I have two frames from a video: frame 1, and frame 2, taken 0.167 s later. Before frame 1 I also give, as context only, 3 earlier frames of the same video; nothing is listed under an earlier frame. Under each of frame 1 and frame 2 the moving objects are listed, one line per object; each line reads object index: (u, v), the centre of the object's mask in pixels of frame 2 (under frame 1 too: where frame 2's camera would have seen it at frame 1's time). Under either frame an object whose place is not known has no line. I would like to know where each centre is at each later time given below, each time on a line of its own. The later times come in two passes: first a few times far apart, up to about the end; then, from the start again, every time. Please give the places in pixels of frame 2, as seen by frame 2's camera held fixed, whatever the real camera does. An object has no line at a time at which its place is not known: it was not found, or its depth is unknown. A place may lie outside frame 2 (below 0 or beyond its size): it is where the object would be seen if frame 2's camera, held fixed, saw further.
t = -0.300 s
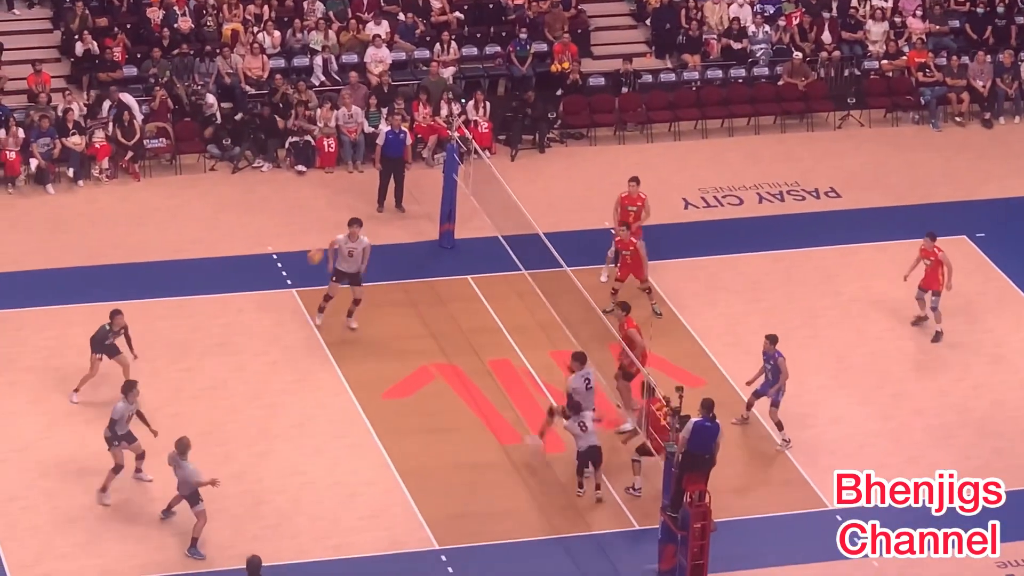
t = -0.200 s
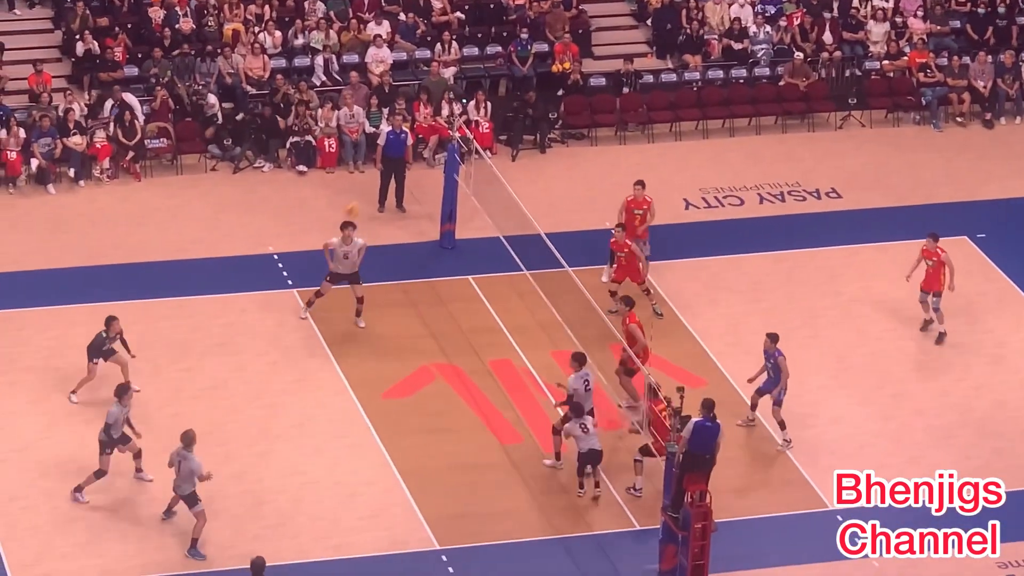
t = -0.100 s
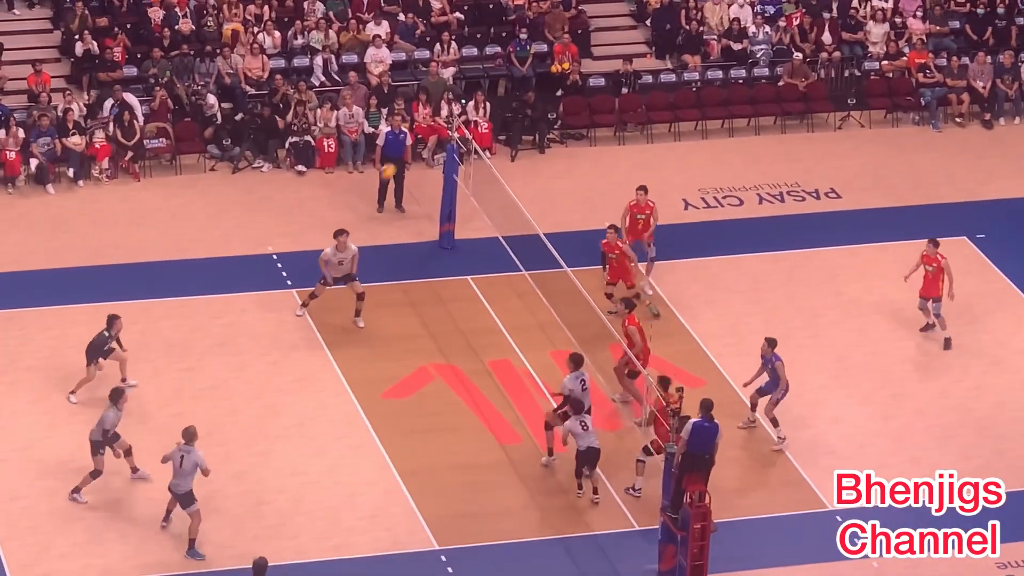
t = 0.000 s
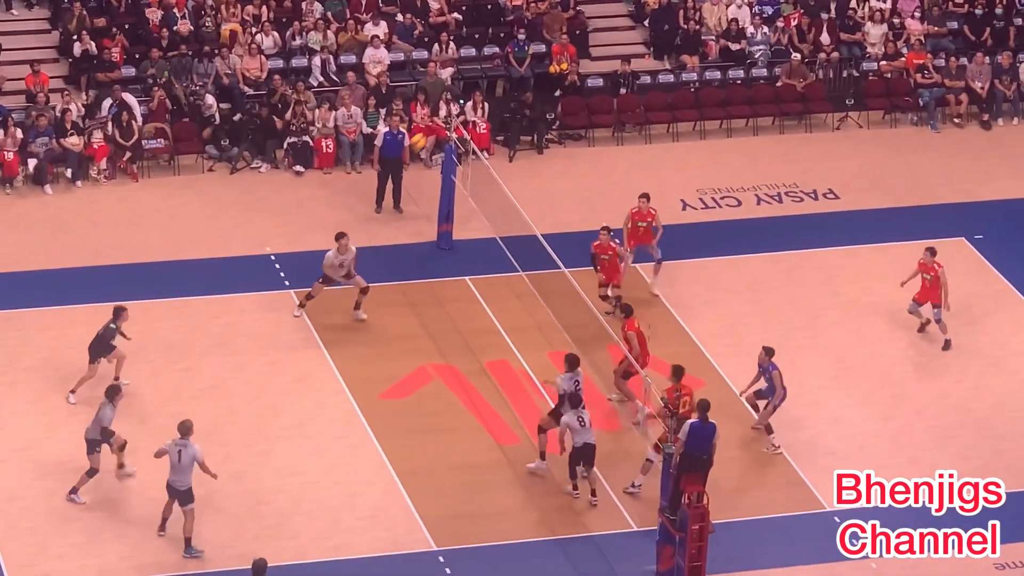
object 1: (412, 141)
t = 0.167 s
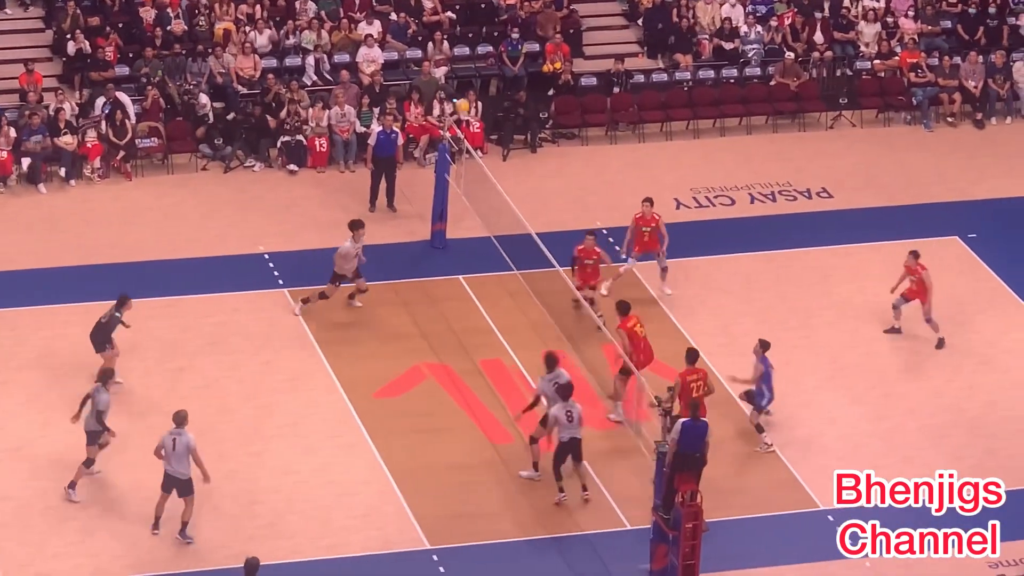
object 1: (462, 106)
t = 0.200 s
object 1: (472, 102)
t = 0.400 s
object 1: (523, 91)
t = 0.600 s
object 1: (569, 107)
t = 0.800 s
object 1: (607, 147)
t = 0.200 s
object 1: (472, 102)
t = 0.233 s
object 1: (481, 98)
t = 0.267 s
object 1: (489, 95)
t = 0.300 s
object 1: (498, 93)
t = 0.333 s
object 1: (507, 92)
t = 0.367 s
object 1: (515, 91)
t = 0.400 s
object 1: (523, 91)
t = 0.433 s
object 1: (531, 92)
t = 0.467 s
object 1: (539, 94)
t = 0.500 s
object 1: (547, 96)
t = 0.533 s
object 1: (554, 99)
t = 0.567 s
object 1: (561, 103)
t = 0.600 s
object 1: (569, 107)
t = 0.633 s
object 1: (575, 112)
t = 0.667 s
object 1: (582, 119)
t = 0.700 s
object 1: (588, 125)
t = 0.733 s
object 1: (594, 131)
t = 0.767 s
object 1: (601, 139)
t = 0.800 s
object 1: (607, 147)
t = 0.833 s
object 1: (613, 158)
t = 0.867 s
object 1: (619, 167)
